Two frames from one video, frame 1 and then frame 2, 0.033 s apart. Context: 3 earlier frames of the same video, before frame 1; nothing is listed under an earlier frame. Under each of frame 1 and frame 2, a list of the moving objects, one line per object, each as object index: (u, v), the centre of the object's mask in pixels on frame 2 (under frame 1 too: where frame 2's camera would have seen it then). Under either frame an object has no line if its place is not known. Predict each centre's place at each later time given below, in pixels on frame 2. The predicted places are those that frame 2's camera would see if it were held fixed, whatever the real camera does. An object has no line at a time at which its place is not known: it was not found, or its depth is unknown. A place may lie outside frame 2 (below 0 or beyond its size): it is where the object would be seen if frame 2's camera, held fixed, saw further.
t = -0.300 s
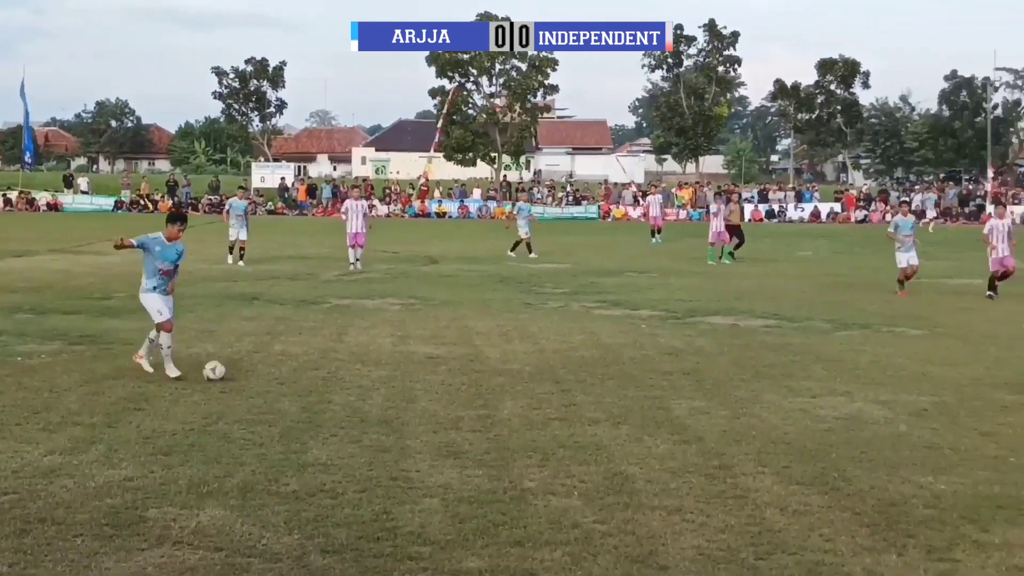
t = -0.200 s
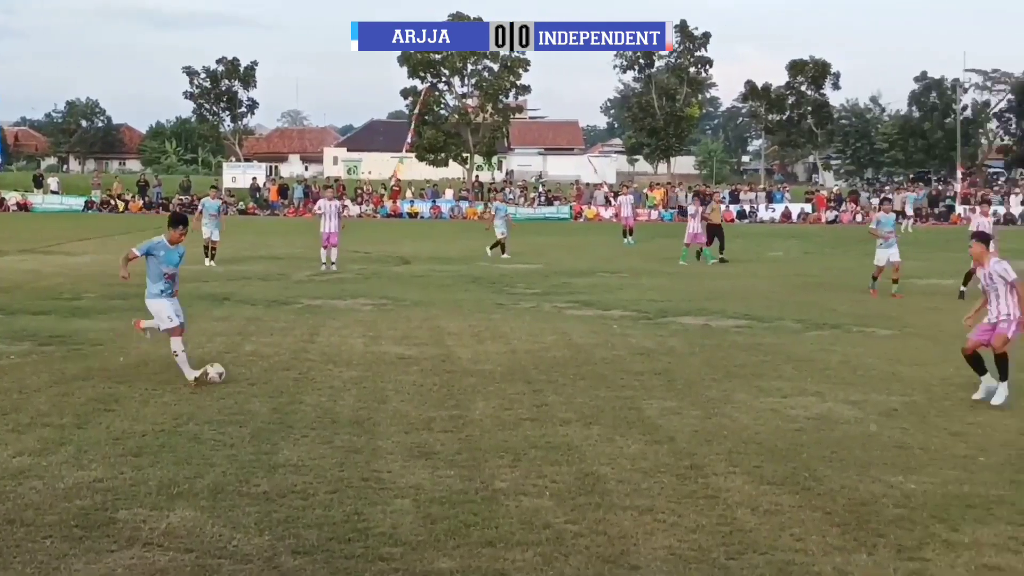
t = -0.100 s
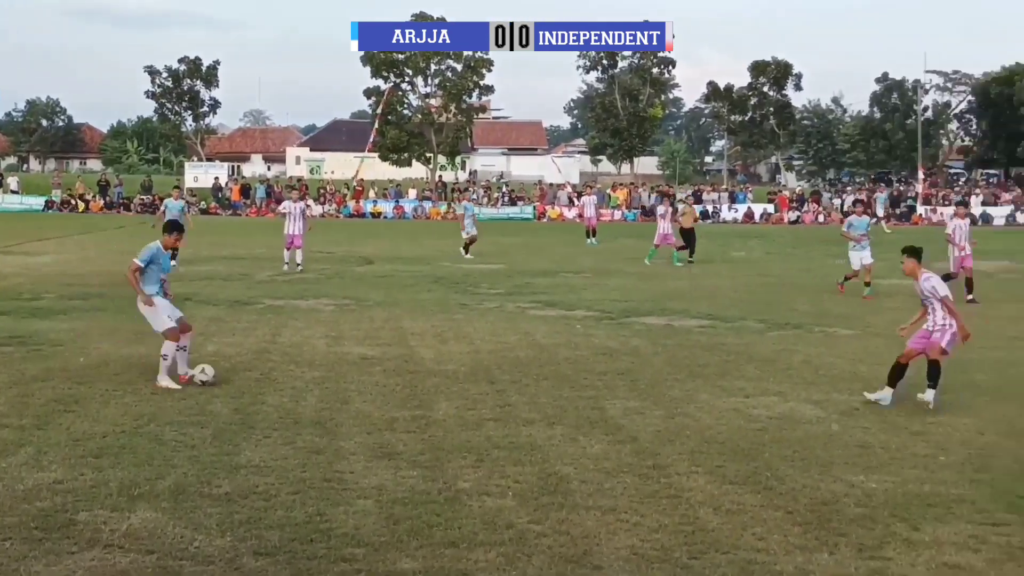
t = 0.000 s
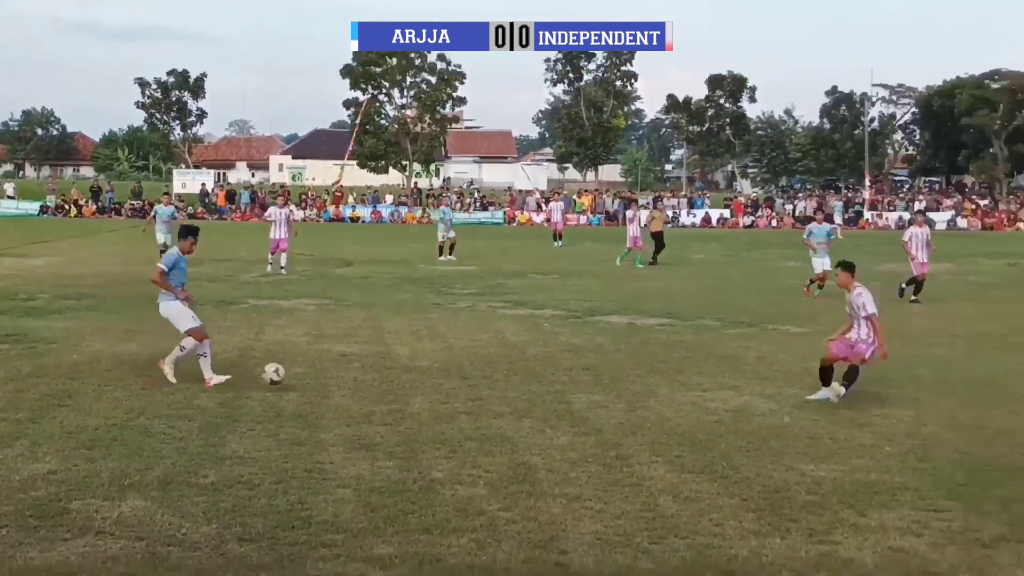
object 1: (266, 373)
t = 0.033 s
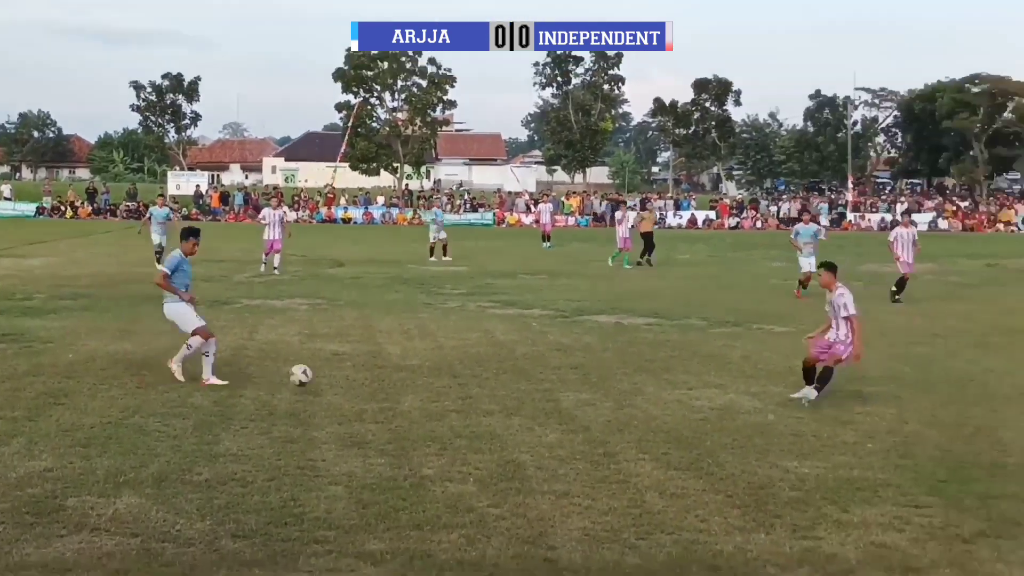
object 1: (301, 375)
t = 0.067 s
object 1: (335, 378)
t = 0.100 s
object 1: (372, 383)
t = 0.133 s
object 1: (410, 390)
